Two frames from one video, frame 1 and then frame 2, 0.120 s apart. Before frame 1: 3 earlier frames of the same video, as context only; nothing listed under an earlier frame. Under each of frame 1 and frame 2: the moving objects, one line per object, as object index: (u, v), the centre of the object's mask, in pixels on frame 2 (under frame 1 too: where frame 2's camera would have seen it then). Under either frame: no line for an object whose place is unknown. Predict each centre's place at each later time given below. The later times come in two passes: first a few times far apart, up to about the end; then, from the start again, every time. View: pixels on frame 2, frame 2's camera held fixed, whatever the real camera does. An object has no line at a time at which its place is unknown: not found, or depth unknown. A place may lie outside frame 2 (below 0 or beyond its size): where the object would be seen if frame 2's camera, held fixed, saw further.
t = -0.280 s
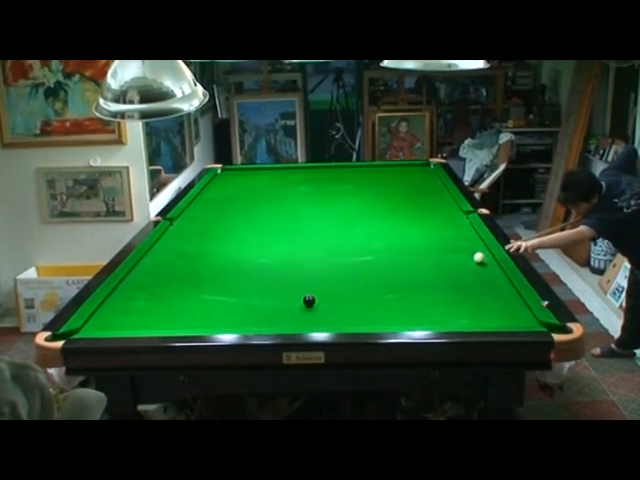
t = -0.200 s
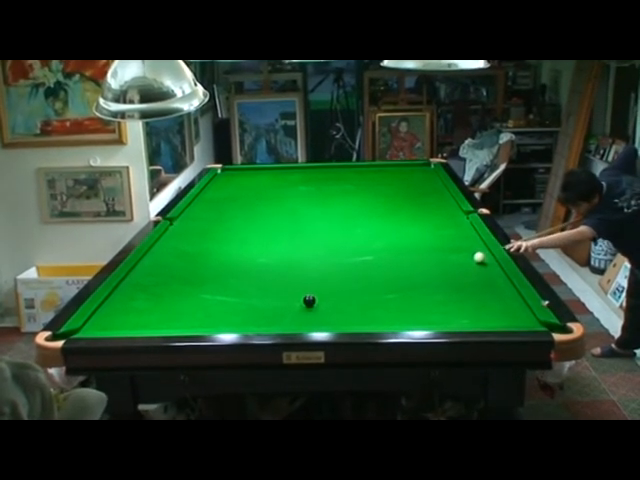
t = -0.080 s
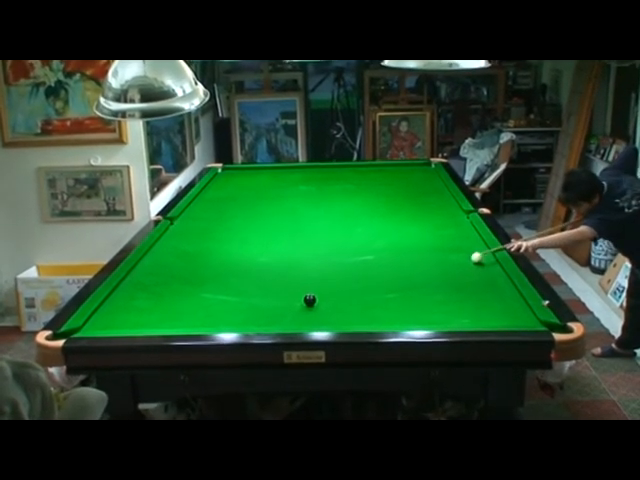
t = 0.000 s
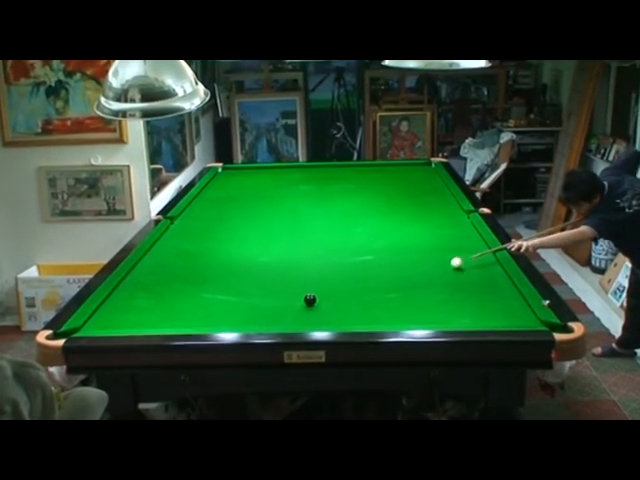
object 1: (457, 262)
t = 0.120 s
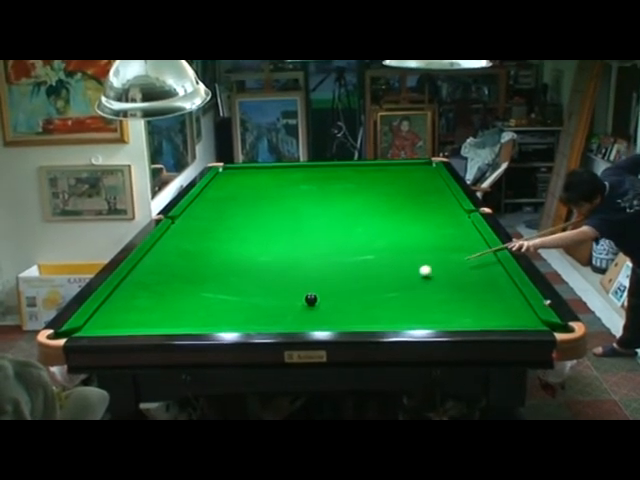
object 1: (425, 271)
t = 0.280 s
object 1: (380, 282)
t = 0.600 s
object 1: (320, 303)
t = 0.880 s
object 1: (305, 317)
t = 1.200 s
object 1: (292, 320)
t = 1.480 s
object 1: (285, 310)
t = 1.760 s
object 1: (279, 302)
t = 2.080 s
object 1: (273, 294)
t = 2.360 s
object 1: (268, 289)
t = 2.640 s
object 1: (263, 284)
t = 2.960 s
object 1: (253, 280)
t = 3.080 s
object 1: (250, 279)
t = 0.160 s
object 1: (414, 273)
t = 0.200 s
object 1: (403, 276)
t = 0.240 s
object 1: (391, 279)
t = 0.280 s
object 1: (380, 282)
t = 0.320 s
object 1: (368, 285)
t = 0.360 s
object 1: (355, 288)
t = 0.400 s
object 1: (343, 291)
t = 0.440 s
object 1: (331, 295)
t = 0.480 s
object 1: (323, 298)
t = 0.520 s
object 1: (323, 299)
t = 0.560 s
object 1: (322, 301)
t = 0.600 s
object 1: (320, 303)
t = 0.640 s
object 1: (318, 305)
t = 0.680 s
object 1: (316, 307)
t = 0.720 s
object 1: (314, 309)
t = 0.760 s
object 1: (312, 311)
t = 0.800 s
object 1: (309, 313)
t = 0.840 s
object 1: (307, 315)
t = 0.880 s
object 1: (305, 317)
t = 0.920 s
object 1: (303, 318)
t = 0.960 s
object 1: (301, 320)
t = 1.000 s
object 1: (298, 322)
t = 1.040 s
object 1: (296, 323)
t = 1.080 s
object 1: (295, 323)
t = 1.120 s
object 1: (294, 322)
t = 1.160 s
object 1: (293, 321)
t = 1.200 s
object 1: (292, 320)
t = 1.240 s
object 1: (291, 318)
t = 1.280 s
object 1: (290, 317)
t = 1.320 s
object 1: (289, 316)
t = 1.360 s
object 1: (288, 315)
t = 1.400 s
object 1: (287, 313)
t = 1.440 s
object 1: (286, 312)
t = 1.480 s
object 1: (285, 310)
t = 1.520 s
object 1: (284, 309)
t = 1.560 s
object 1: (283, 308)
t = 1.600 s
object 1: (282, 307)
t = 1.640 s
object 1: (282, 305)
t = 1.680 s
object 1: (280, 304)
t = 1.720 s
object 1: (279, 303)
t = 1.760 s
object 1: (279, 302)
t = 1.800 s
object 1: (278, 301)
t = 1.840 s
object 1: (277, 300)
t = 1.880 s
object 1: (277, 299)
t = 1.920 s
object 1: (276, 298)
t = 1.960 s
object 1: (275, 297)
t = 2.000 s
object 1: (274, 296)
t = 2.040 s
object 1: (273, 295)
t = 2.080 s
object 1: (273, 294)
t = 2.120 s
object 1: (272, 293)
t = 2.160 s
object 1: (271, 293)
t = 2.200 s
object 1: (271, 292)
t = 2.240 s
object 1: (270, 291)
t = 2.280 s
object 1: (269, 290)
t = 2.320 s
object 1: (269, 290)
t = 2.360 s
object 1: (268, 289)
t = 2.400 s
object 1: (267, 288)
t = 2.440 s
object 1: (267, 288)
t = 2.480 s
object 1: (266, 287)
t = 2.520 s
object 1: (265, 286)
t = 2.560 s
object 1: (264, 286)
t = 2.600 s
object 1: (264, 285)
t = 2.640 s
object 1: (263, 284)
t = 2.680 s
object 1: (262, 284)
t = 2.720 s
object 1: (262, 283)
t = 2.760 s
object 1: (261, 283)
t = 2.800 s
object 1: (259, 282)
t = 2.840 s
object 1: (256, 282)
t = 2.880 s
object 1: (255, 282)
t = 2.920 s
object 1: (255, 281)
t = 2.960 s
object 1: (253, 280)
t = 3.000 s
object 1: (252, 280)
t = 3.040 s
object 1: (250, 280)
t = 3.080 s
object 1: (250, 279)
